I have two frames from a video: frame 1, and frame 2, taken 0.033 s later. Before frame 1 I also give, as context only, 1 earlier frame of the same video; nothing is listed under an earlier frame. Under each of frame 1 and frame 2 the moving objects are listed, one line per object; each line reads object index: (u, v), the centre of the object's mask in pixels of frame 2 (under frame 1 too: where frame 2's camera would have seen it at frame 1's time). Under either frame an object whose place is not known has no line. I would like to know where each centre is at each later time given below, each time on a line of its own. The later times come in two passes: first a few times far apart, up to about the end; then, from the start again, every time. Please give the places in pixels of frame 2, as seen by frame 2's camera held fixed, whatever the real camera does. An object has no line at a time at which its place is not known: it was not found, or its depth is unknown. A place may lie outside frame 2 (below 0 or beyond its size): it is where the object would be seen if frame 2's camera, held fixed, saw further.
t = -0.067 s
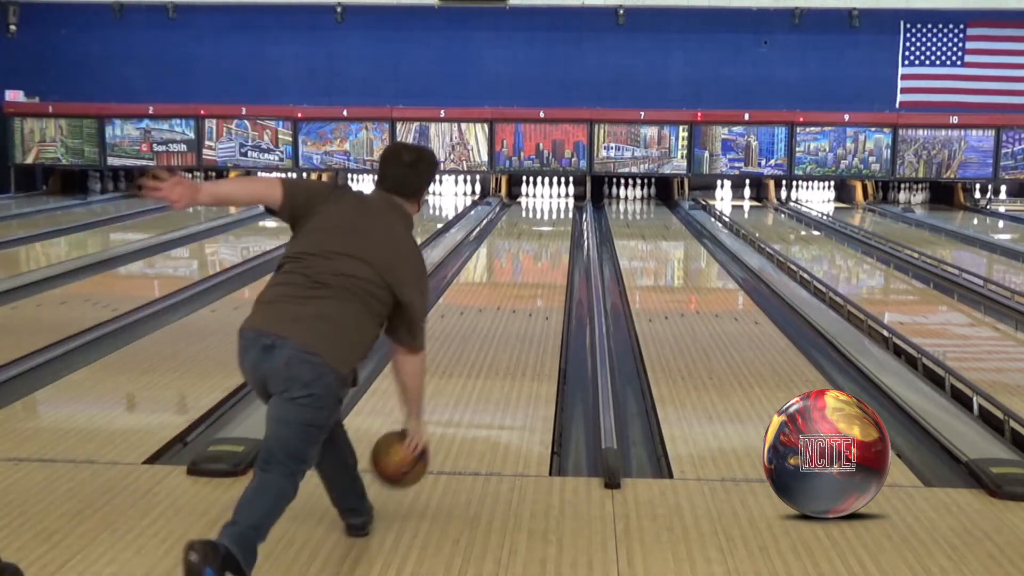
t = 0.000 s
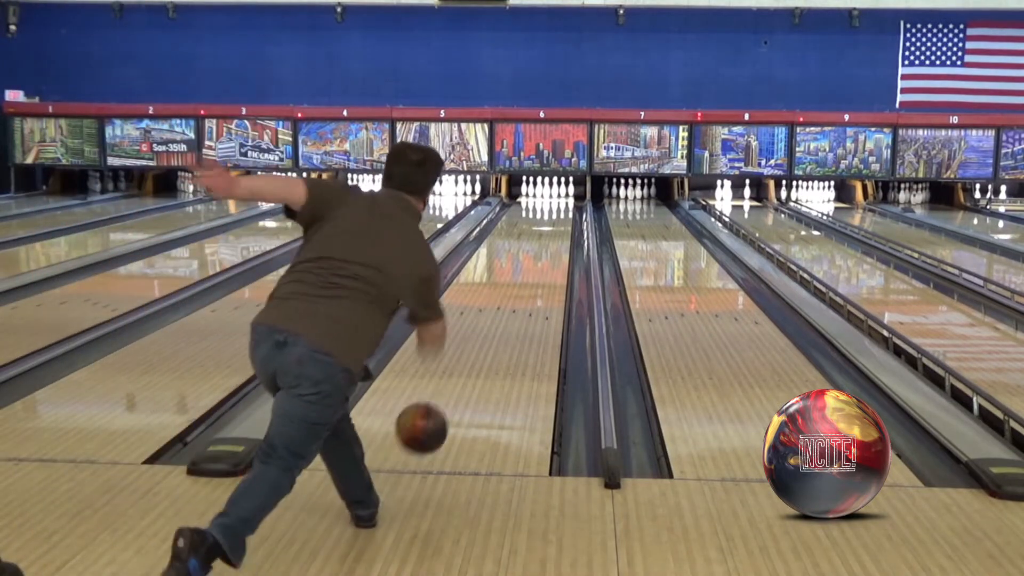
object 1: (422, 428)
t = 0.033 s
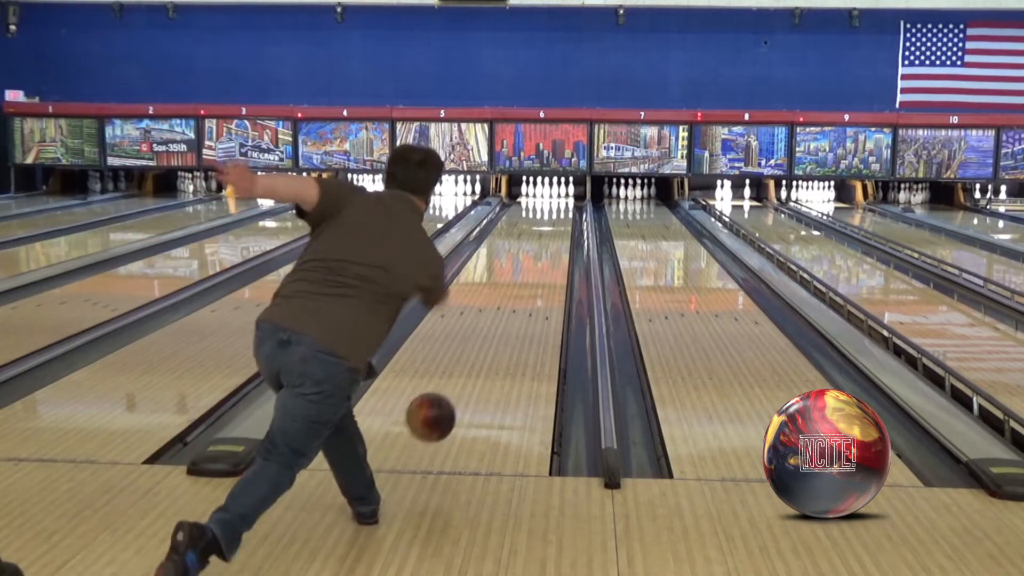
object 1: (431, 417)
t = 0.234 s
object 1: (471, 374)
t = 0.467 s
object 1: (499, 322)
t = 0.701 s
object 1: (517, 289)
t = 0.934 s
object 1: (530, 263)
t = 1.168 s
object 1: (539, 245)
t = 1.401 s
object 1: (546, 230)
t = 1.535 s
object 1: (550, 224)
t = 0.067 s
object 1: (439, 409)
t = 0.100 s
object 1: (447, 404)
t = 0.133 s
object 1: (453, 402)
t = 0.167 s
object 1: (459, 396)
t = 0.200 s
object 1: (465, 383)
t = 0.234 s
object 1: (471, 374)
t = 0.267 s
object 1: (475, 367)
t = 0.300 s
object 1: (480, 358)
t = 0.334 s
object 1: (484, 350)
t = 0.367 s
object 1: (488, 342)
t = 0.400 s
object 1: (492, 335)
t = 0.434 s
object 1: (495, 329)
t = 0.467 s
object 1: (499, 322)
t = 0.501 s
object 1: (502, 317)
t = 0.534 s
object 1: (505, 312)
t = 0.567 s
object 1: (508, 306)
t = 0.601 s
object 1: (511, 302)
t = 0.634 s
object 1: (513, 297)
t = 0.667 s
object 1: (515, 292)
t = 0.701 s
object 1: (517, 289)
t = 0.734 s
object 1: (519, 285)
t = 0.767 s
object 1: (522, 281)
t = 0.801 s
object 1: (524, 277)
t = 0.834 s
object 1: (525, 273)
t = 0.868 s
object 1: (527, 270)
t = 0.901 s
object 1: (529, 266)
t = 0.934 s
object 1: (530, 263)
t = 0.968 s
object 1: (532, 260)
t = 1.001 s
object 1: (533, 257)
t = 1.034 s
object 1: (534, 255)
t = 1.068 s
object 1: (536, 252)
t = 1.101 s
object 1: (537, 250)
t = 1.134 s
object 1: (538, 247)
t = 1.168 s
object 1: (539, 245)
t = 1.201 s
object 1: (540, 242)
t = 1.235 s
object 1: (542, 240)
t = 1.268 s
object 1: (542, 238)
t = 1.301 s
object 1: (543, 236)
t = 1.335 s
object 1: (544, 234)
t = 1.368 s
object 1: (545, 232)
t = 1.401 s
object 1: (546, 230)
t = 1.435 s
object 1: (547, 229)
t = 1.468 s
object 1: (548, 227)
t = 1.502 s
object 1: (549, 226)
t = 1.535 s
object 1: (550, 224)
